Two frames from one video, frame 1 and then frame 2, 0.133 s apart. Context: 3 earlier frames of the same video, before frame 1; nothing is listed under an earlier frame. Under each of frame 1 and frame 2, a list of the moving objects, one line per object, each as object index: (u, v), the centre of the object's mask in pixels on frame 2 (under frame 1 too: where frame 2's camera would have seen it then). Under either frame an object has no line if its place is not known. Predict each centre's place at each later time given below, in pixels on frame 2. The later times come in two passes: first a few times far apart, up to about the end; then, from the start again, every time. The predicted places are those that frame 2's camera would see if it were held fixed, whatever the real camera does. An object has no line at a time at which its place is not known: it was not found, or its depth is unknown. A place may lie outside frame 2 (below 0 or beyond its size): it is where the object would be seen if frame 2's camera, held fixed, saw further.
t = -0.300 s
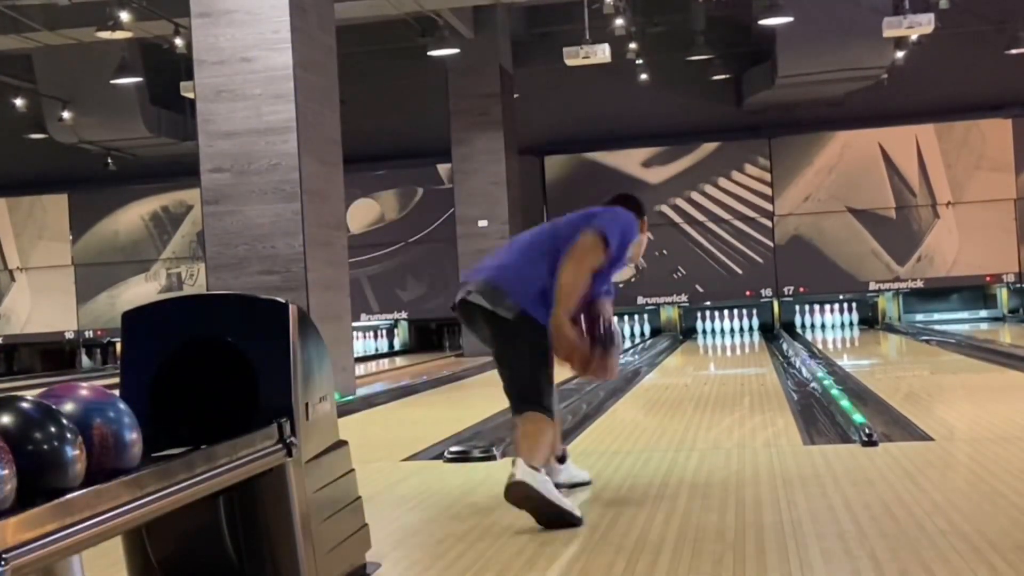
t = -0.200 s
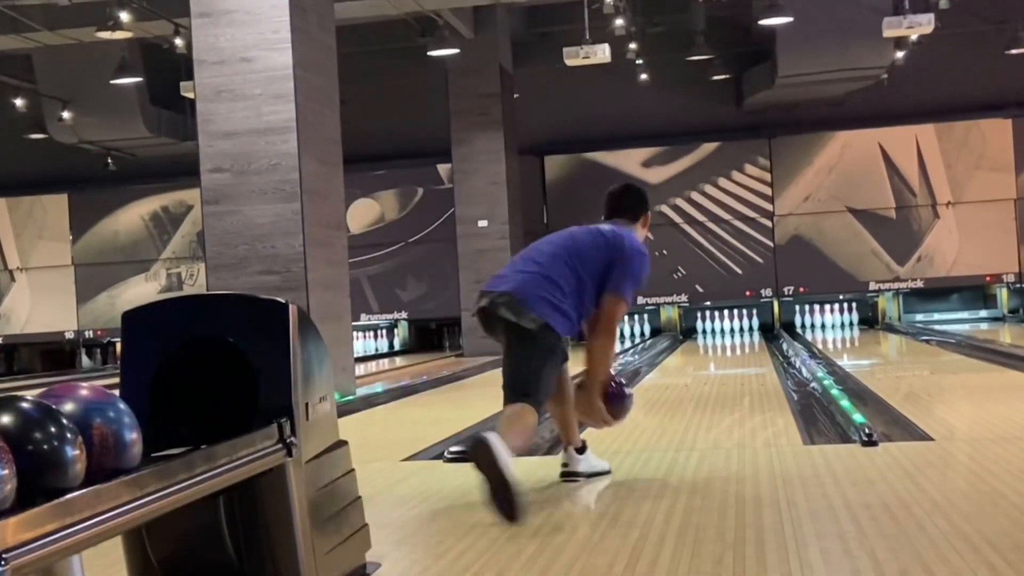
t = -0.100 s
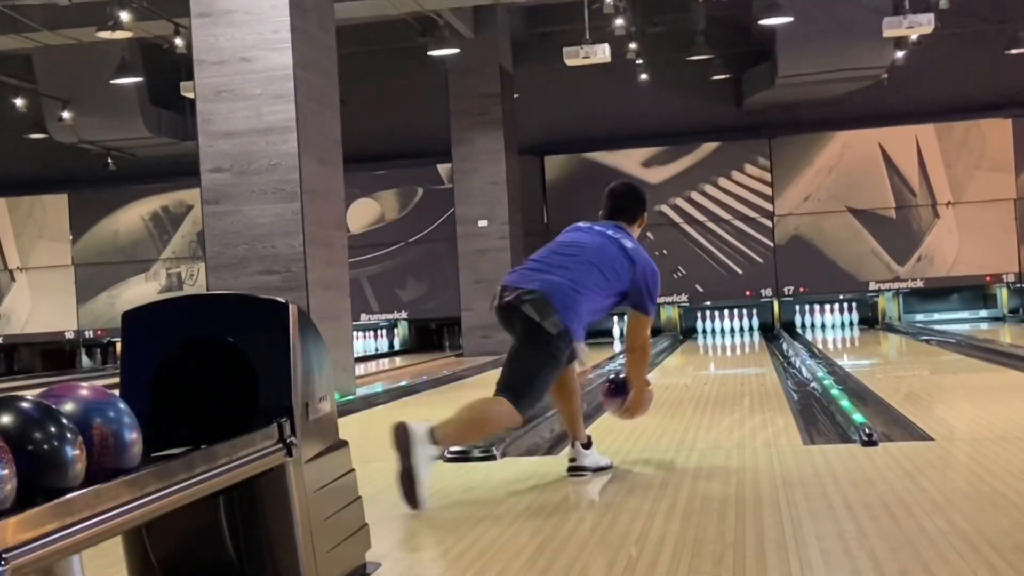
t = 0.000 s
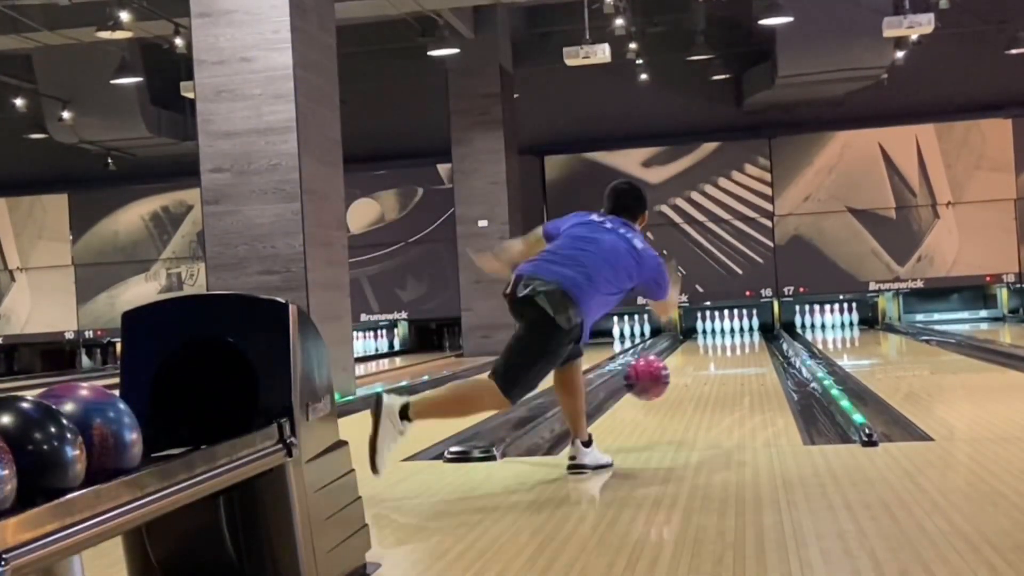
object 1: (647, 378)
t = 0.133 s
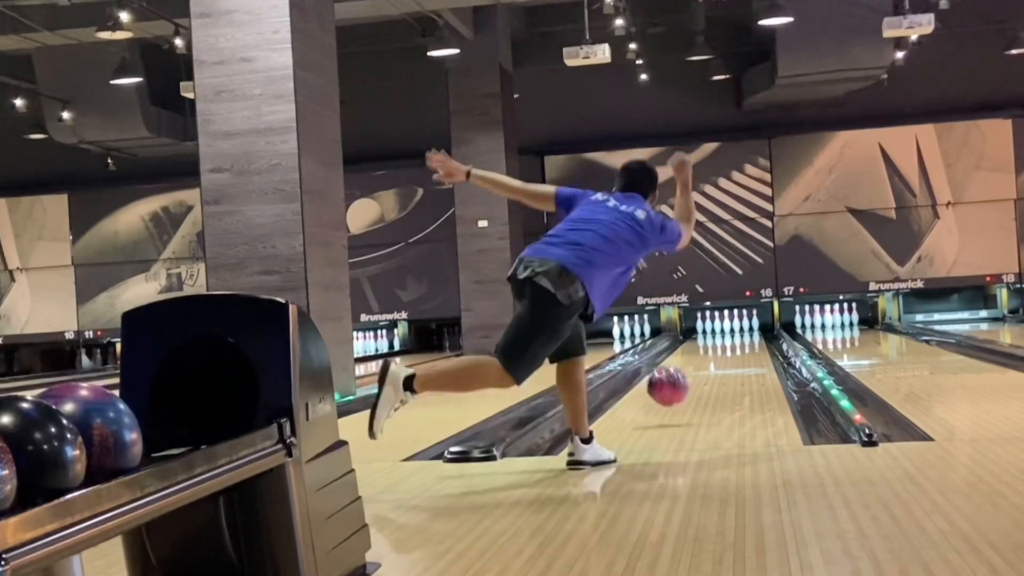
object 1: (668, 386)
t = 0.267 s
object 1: (684, 387)
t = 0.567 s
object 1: (709, 372)
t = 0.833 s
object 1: (723, 359)
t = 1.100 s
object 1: (733, 350)
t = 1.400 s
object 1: (741, 342)
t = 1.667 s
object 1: (745, 337)
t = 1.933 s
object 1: (747, 333)
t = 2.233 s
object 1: (746, 330)
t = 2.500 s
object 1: (738, 328)
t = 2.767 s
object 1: (736, 326)
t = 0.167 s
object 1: (672, 393)
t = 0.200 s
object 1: (677, 396)
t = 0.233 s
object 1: (681, 391)
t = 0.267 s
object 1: (684, 387)
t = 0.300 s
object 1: (688, 386)
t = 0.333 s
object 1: (691, 386)
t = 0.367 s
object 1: (694, 383)
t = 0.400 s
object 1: (697, 382)
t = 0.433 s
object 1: (699, 379)
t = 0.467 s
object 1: (702, 377)
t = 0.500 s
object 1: (704, 375)
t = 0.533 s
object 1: (707, 373)
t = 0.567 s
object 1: (709, 372)
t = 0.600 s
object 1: (711, 370)
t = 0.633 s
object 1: (712, 369)
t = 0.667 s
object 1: (715, 366)
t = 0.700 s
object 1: (717, 365)
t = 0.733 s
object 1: (718, 363)
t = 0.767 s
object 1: (720, 362)
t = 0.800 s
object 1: (721, 360)
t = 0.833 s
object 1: (723, 359)
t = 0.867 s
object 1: (725, 358)
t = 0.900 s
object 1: (726, 358)
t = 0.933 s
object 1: (727, 356)
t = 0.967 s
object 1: (729, 355)
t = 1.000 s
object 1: (730, 354)
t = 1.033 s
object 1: (731, 353)
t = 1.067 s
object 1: (732, 351)
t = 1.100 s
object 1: (733, 350)
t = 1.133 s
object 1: (734, 350)
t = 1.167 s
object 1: (735, 349)
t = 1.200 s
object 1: (736, 348)
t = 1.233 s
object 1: (736, 347)
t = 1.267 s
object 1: (737, 346)
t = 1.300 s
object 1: (739, 345)
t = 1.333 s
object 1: (740, 344)
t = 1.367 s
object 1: (741, 343)
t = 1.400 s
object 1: (741, 342)
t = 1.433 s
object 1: (742, 342)
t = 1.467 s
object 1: (742, 341)
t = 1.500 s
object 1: (742, 340)
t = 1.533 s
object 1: (743, 340)
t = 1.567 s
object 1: (743, 339)
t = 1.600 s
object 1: (744, 339)
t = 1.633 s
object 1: (744, 338)
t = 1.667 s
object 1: (745, 337)
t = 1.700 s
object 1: (746, 336)
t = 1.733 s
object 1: (746, 336)
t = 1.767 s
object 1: (746, 336)
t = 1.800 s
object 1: (746, 335)
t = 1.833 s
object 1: (747, 334)
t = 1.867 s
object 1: (747, 334)
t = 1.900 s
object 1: (747, 334)
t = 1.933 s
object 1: (747, 333)
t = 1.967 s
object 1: (747, 333)
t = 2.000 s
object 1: (747, 332)
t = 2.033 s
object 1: (747, 332)
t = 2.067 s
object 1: (747, 331)
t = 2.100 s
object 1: (746, 331)
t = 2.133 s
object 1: (746, 331)
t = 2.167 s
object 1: (746, 330)
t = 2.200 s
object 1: (746, 330)
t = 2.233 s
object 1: (746, 330)
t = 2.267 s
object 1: (745, 329)
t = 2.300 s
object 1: (744, 329)
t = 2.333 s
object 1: (743, 328)
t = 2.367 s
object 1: (742, 328)
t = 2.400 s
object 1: (741, 328)
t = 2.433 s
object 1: (740, 328)
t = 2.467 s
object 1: (739, 327)
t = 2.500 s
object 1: (738, 328)
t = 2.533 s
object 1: (737, 327)
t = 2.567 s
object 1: (736, 327)
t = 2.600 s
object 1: (736, 326)
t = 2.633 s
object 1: (735, 327)
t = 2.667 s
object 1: (736, 326)
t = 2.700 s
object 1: (737, 325)
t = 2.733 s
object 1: (736, 326)
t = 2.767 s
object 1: (736, 326)
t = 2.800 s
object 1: (737, 326)
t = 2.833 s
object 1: (737, 325)
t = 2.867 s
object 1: (736, 325)
